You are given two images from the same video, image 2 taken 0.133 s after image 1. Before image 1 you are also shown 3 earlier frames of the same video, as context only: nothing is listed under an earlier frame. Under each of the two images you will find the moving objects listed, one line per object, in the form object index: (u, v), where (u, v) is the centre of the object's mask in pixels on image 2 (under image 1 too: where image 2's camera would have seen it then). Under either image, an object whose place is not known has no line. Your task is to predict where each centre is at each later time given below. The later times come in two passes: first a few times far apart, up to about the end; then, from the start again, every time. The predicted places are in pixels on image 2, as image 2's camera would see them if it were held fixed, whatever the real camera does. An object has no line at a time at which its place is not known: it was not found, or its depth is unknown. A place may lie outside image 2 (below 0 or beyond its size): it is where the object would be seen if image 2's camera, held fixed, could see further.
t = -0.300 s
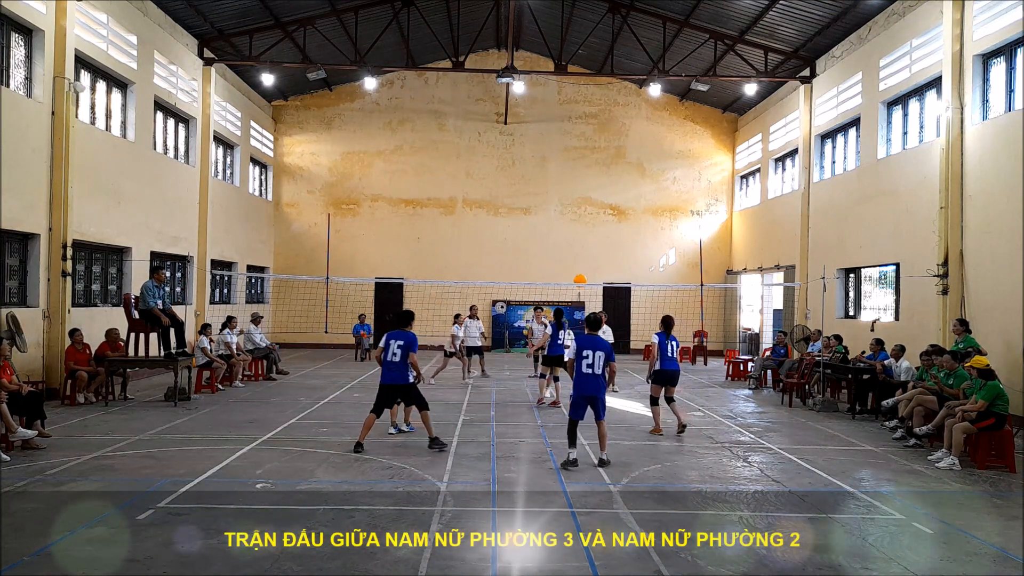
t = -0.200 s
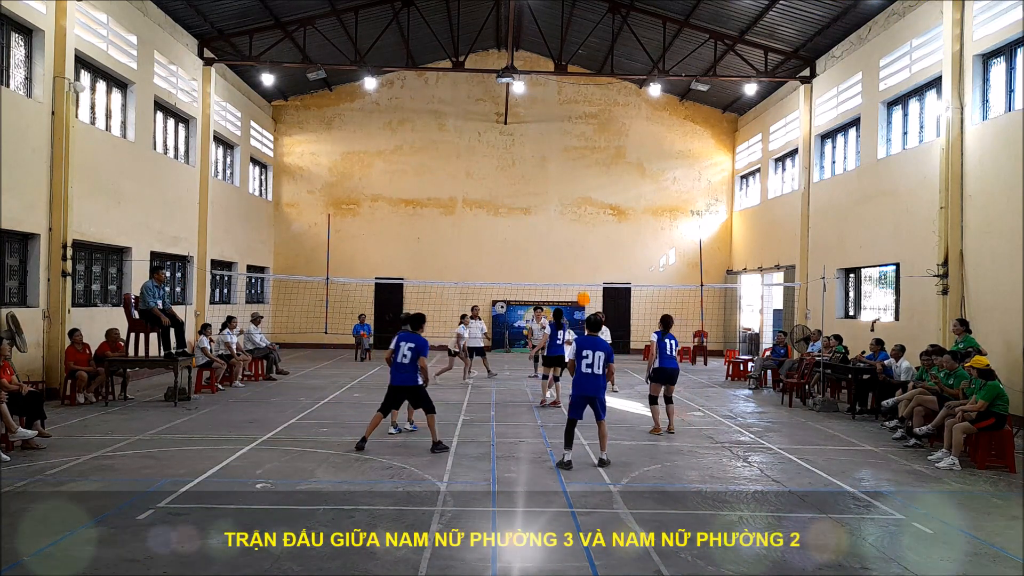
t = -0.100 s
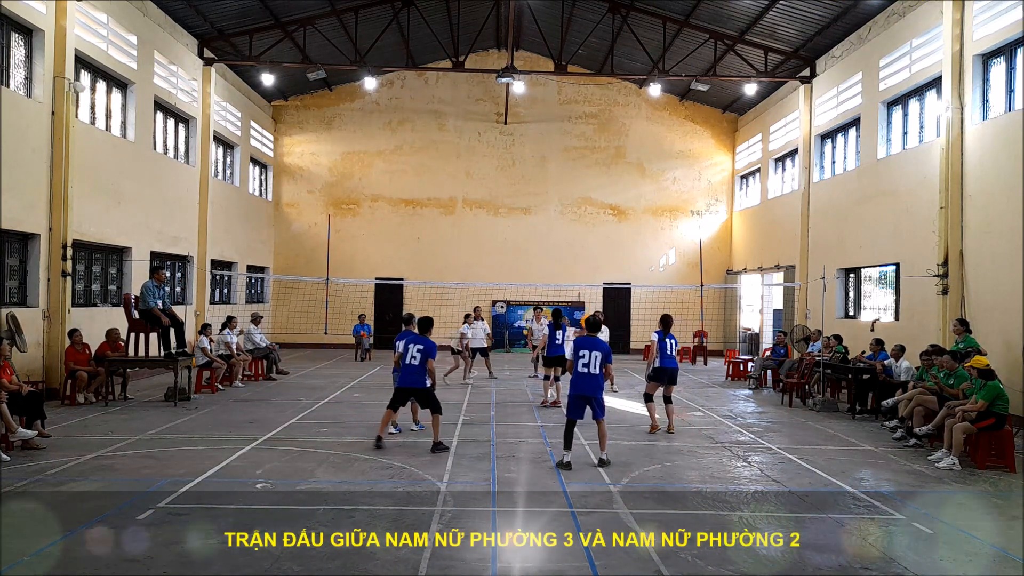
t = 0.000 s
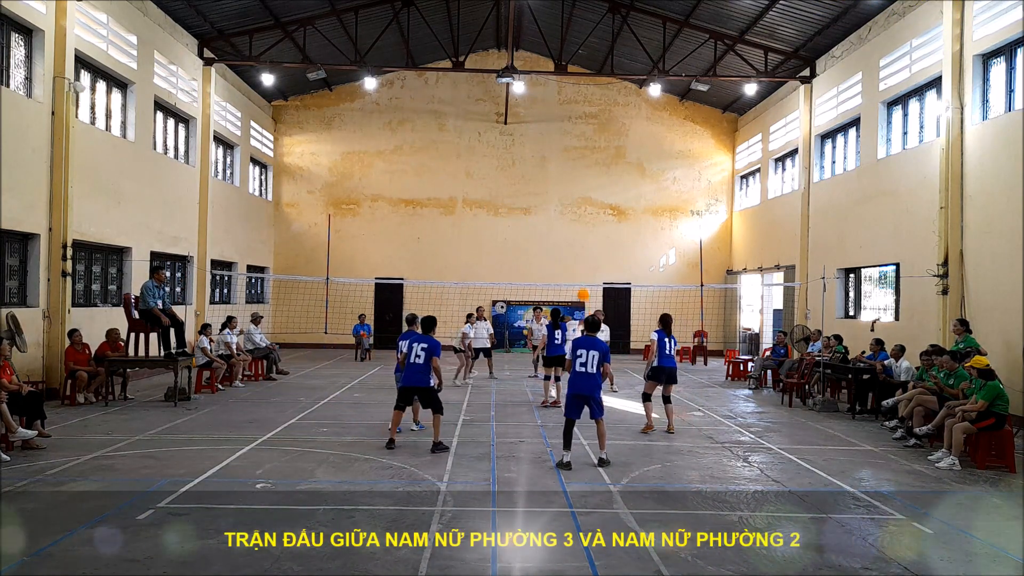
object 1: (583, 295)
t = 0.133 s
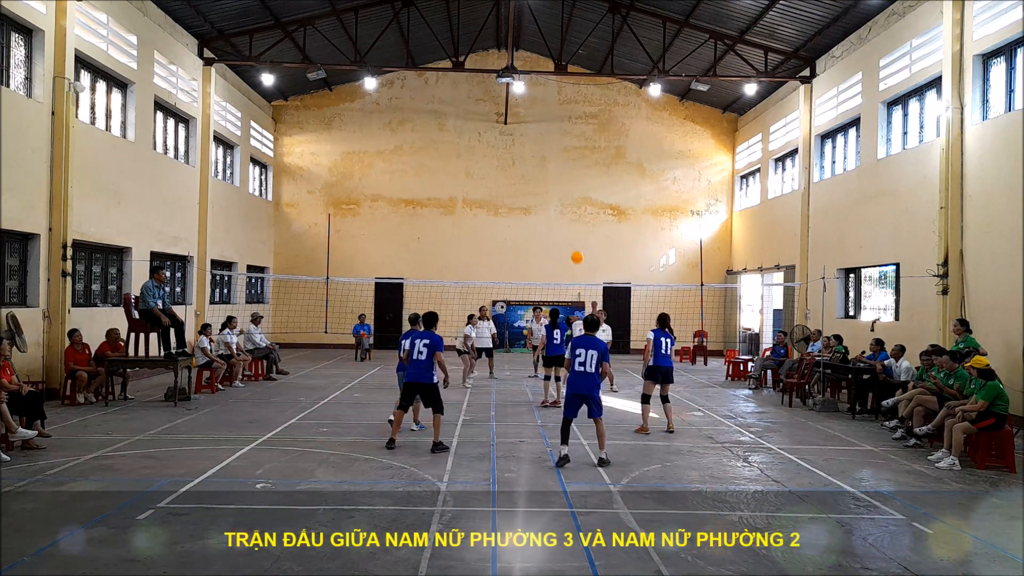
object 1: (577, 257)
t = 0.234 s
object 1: (572, 236)
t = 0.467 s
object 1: (560, 210)
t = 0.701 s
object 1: (549, 212)
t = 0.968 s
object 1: (537, 245)
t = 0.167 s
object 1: (575, 249)
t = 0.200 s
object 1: (574, 242)
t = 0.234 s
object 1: (572, 236)
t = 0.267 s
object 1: (570, 231)
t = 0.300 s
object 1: (569, 225)
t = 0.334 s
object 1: (567, 221)
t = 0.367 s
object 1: (565, 218)
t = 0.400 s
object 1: (563, 214)
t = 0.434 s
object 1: (562, 212)
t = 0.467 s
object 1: (560, 210)
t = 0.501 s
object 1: (559, 209)
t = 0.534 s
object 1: (557, 208)
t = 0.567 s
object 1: (556, 208)
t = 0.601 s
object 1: (554, 208)
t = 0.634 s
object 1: (553, 209)
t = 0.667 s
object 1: (551, 210)
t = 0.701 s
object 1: (549, 212)
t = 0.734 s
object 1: (548, 214)
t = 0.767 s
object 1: (546, 217)
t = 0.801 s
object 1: (545, 221)
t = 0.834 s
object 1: (543, 225)
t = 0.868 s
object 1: (542, 229)
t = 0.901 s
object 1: (540, 234)
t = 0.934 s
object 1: (539, 239)
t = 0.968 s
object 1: (537, 245)
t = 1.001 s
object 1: (536, 251)
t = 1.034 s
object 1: (535, 258)
